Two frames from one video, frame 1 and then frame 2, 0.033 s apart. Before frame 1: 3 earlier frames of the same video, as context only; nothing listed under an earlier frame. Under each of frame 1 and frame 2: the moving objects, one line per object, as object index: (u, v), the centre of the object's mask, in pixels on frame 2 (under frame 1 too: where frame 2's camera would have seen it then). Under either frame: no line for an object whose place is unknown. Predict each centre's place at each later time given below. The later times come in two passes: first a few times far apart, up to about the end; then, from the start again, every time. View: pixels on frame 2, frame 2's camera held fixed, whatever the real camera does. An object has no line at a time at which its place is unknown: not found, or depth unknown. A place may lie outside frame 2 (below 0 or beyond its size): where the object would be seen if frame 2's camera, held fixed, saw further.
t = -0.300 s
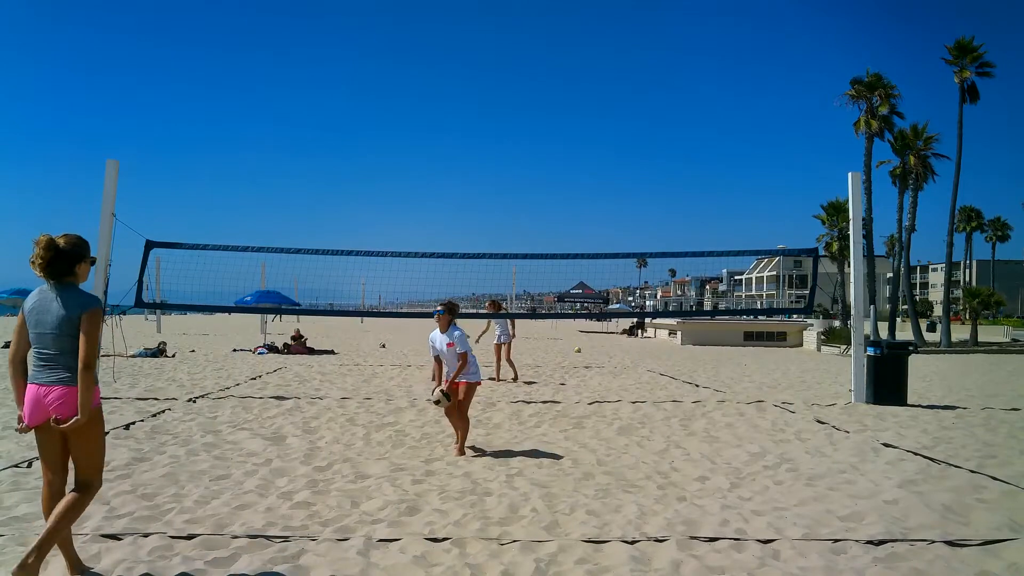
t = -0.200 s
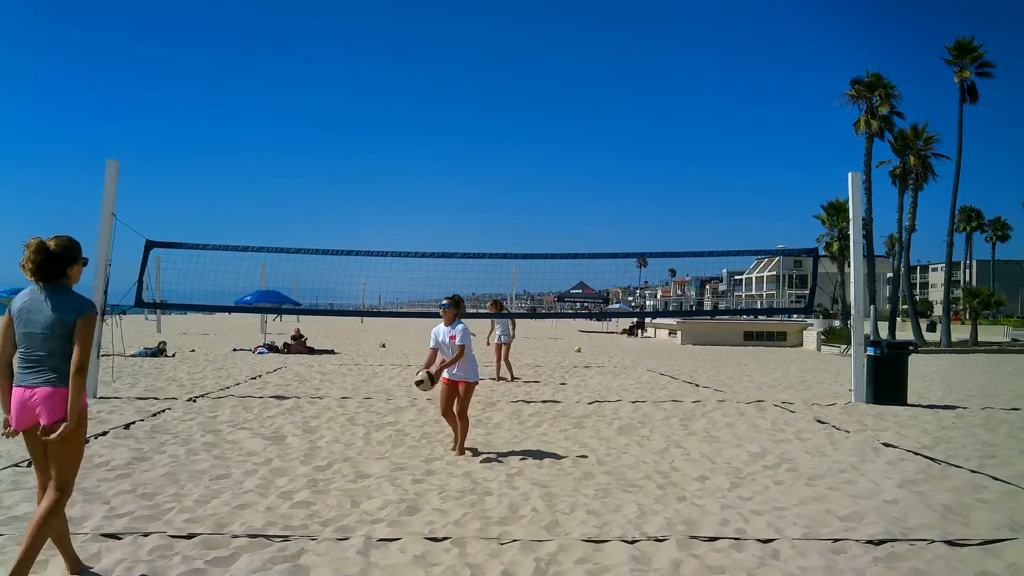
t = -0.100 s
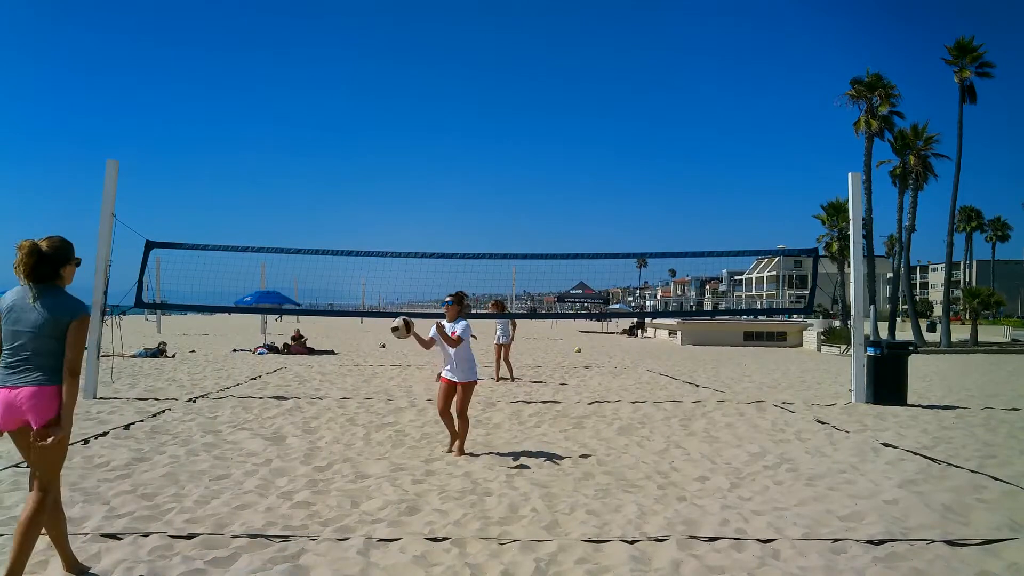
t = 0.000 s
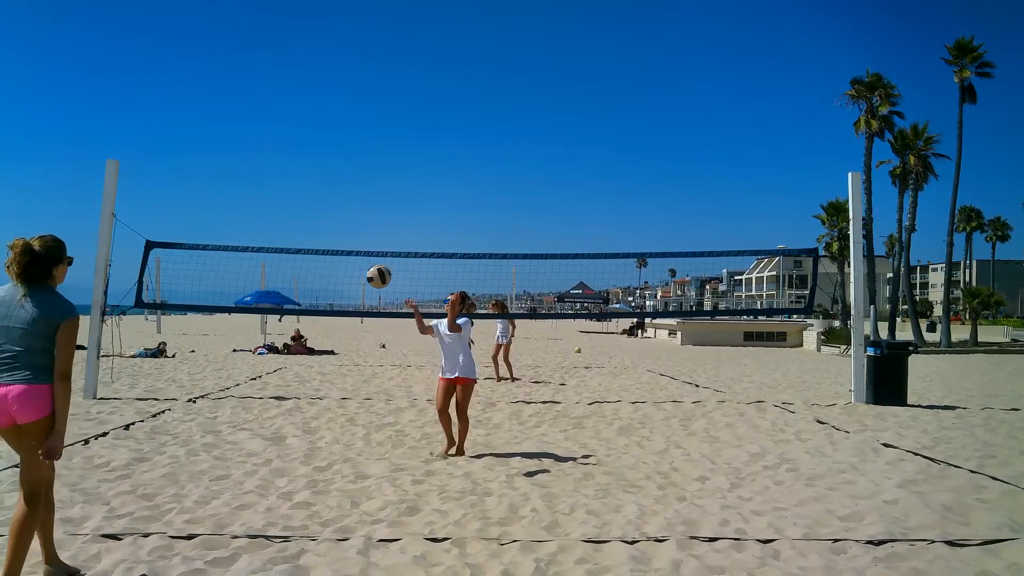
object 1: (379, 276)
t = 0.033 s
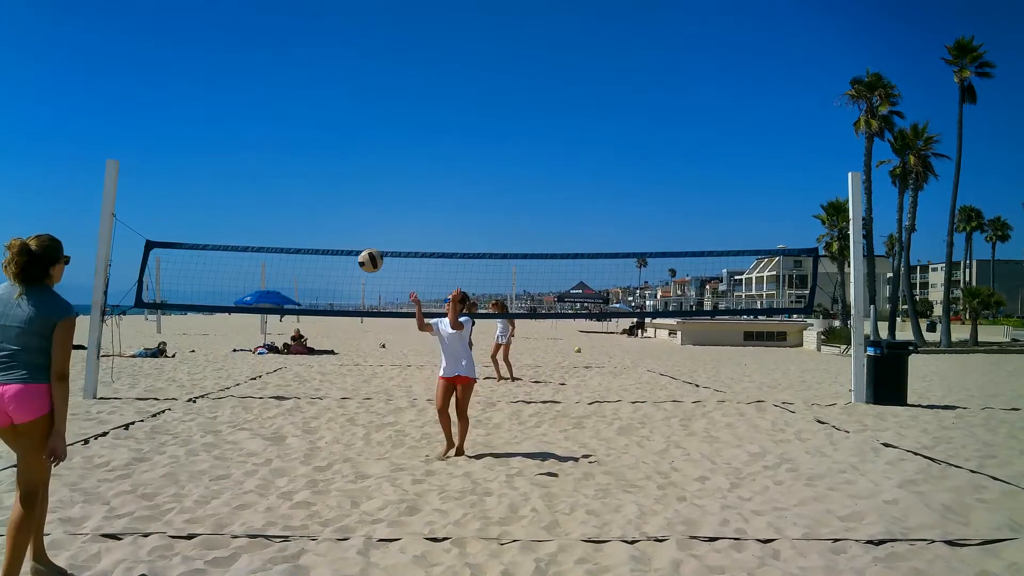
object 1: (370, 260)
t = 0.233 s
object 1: (316, 183)
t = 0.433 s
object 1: (252, 141)
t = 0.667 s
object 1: (158, 158)
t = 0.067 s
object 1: (362, 245)
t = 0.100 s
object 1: (353, 231)
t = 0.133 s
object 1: (344, 218)
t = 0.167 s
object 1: (335, 205)
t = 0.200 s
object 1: (326, 194)
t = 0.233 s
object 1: (316, 183)
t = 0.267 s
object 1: (306, 173)
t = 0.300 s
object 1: (296, 164)
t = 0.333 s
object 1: (286, 156)
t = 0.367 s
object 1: (275, 149)
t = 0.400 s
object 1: (264, 144)
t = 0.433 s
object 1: (252, 141)
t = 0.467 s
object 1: (240, 138)
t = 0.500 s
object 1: (228, 137)
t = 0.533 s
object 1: (215, 137)
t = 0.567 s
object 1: (202, 140)
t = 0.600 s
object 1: (188, 144)
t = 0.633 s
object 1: (173, 150)
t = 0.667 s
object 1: (158, 158)
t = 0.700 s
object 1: (143, 168)
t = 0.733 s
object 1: (126, 181)
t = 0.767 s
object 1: (109, 197)
